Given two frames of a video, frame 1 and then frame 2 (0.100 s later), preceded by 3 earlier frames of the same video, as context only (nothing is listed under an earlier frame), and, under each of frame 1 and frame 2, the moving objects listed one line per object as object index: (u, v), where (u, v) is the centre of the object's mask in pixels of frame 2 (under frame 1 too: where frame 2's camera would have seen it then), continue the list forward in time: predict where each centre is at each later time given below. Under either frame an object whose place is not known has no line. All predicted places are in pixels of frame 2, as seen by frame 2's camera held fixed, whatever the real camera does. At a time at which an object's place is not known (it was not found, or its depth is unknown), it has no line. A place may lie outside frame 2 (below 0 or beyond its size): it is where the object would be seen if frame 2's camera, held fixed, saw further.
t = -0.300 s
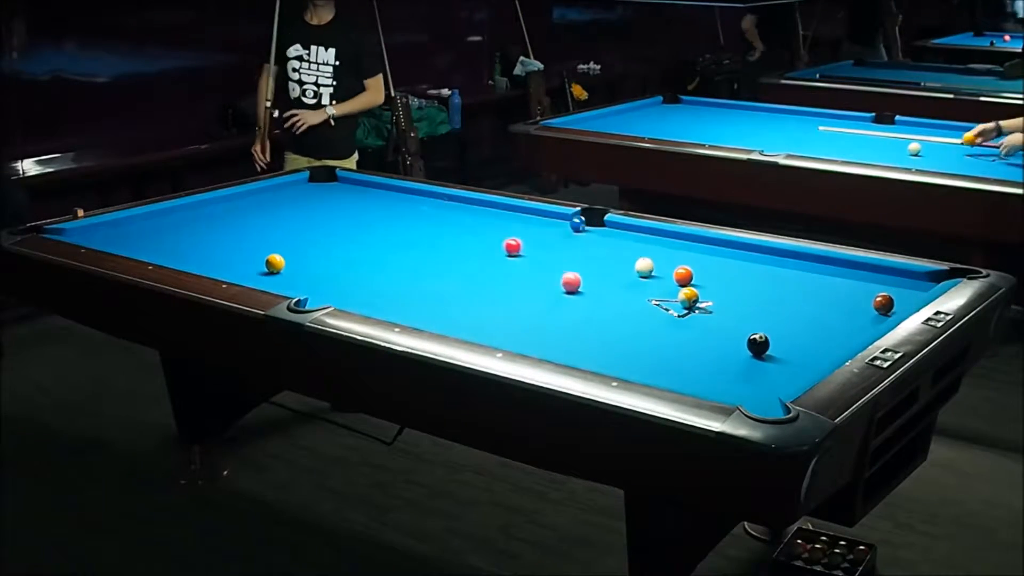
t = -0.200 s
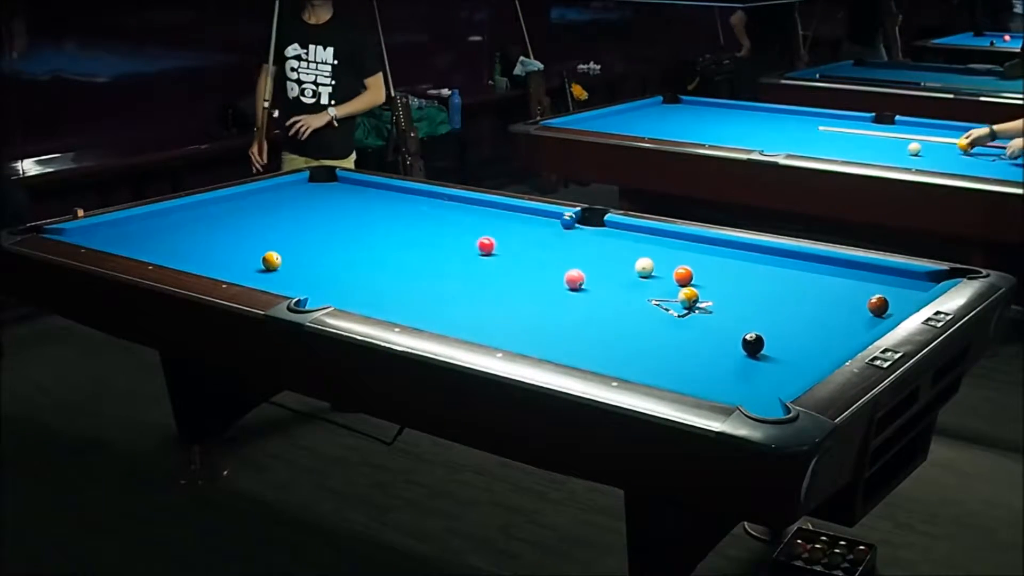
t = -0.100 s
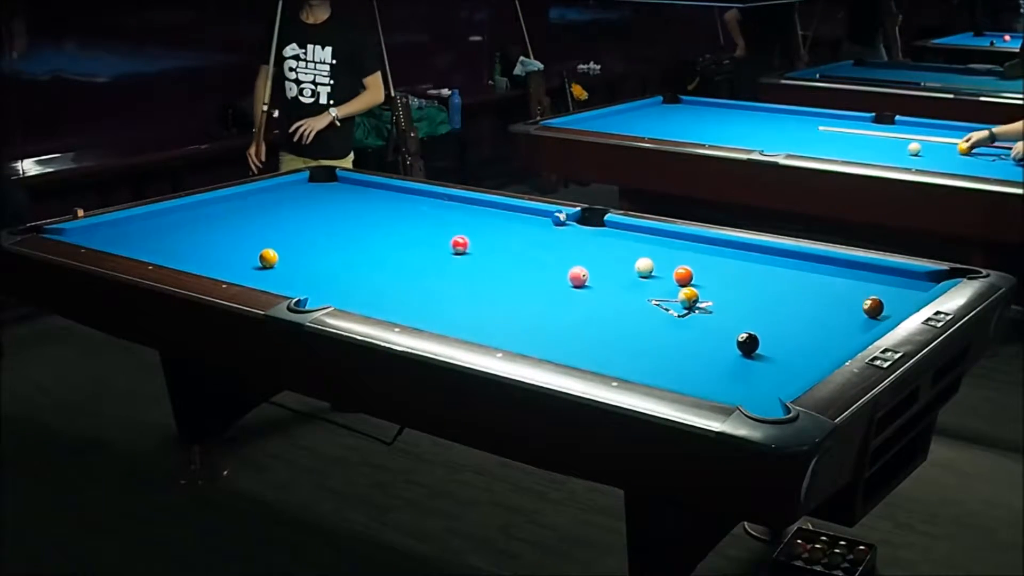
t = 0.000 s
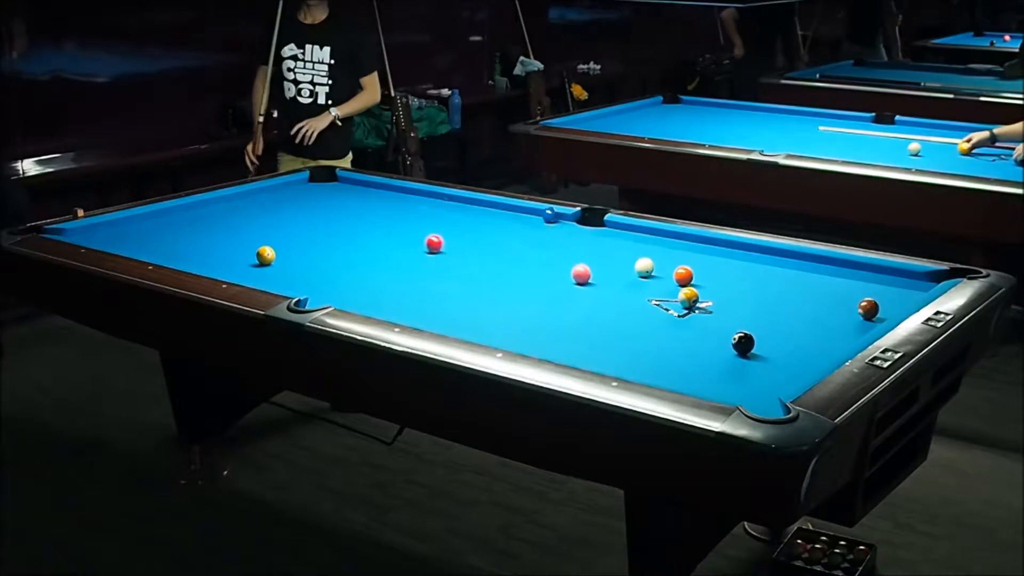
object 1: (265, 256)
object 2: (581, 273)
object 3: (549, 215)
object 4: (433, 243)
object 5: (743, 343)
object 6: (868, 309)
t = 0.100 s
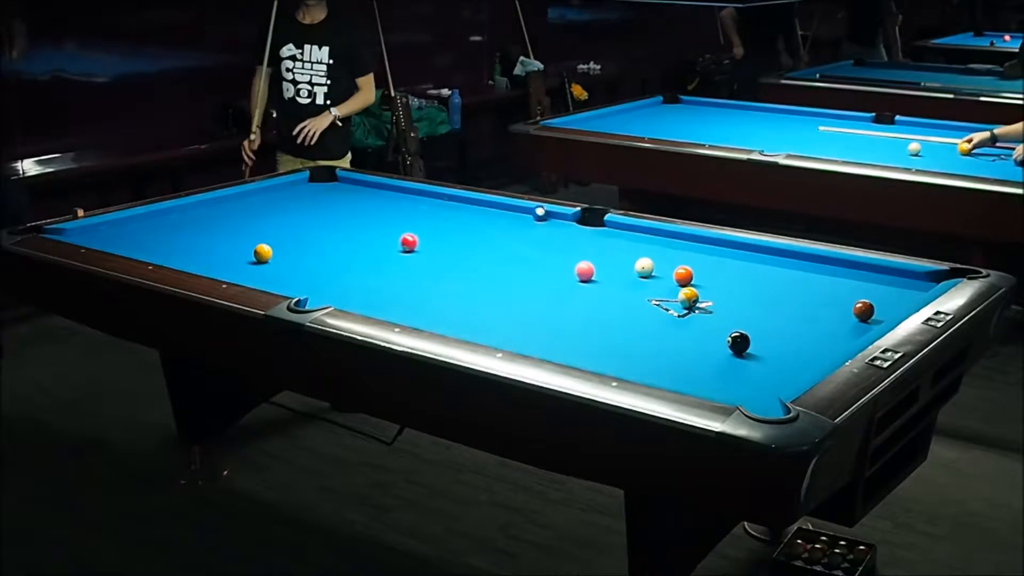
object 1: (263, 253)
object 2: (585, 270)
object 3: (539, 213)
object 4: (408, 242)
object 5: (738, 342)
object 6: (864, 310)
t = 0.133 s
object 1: (262, 252)
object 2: (586, 269)
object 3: (536, 213)
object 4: (400, 242)
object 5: (737, 342)
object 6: (862, 311)
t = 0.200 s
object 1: (260, 251)
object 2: (588, 268)
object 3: (529, 212)
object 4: (383, 241)
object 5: (735, 342)
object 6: (859, 312)
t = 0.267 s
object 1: (258, 249)
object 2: (590, 266)
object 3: (523, 211)
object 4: (367, 241)
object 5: (732, 341)
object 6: (856, 313)
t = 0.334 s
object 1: (256, 248)
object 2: (591, 265)
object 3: (515, 210)
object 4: (351, 240)
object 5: (730, 341)
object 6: (853, 314)
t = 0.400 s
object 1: (255, 247)
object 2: (593, 263)
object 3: (508, 210)
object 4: (335, 240)
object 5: (728, 341)
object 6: (850, 315)
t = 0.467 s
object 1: (253, 245)
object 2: (595, 262)
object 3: (502, 209)
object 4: (320, 238)
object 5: (726, 341)
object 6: (847, 316)
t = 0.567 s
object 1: (251, 243)
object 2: (598, 260)
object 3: (492, 208)
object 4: (296, 238)
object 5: (723, 341)
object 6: (843, 317)
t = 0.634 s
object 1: (249, 242)
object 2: (599, 259)
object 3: (487, 208)
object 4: (280, 237)
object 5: (722, 340)
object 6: (840, 318)
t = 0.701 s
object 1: (248, 241)
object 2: (601, 257)
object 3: (481, 207)
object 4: (265, 237)
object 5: (720, 340)
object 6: (838, 319)
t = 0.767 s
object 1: (241, 241)
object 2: (603, 256)
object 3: (475, 206)
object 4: (255, 234)
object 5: (719, 340)
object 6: (836, 320)
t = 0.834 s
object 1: (234, 241)
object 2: (604, 255)
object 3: (469, 206)
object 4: (247, 232)
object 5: (718, 340)
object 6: (833, 321)
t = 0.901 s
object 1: (228, 241)
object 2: (606, 254)
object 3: (463, 205)
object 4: (238, 230)
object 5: (717, 340)
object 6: (831, 321)
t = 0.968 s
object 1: (221, 241)
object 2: (608, 253)
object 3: (458, 204)
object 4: (229, 228)
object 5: (716, 340)
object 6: (829, 322)
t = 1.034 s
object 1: (214, 241)
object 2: (609, 252)
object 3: (452, 203)
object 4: (220, 227)
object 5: (715, 340)
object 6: (827, 323)
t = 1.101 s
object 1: (208, 241)
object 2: (610, 250)
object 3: (446, 203)
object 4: (211, 225)
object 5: (715, 340)
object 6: (825, 323)
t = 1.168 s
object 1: (201, 241)
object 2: (612, 249)
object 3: (442, 203)
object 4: (203, 224)
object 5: (715, 340)
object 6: (823, 325)
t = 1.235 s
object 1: (195, 241)
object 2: (613, 248)
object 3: (437, 202)
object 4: (195, 223)
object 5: (715, 340)
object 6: (821, 325)
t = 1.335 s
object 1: (186, 241)
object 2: (615, 247)
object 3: (429, 201)
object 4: (183, 220)
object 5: (715, 340)
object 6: (819, 326)
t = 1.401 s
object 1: (180, 241)
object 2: (617, 246)
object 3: (424, 201)
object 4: (175, 219)
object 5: (716, 340)
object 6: (818, 327)
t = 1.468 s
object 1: (174, 241)
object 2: (618, 245)
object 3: (420, 200)
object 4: (167, 218)
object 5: (716, 340)
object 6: (816, 327)
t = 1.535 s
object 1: (168, 241)
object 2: (619, 245)
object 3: (415, 199)
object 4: (160, 216)
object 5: (716, 340)
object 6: (815, 328)
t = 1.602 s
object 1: (163, 242)
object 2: (620, 244)
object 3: (411, 198)
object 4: (152, 215)
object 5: (716, 340)
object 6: (814, 329)
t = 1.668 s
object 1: (157, 242)
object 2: (622, 243)
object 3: (406, 198)
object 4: (152, 215)
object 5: (716, 340)
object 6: (812, 329)
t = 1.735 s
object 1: (152, 242)
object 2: (623, 243)
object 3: (403, 198)
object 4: (155, 216)
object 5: (716, 340)
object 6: (811, 330)
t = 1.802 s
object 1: (147, 242)
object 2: (624, 242)
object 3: (399, 198)
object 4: (157, 217)
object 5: (716, 340)
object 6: (810, 330)
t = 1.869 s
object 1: (142, 242)
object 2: (625, 241)
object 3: (394, 197)
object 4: (160, 218)
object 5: (716, 340)
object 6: (809, 331)
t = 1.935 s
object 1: (137, 242)
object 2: (626, 241)
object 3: (391, 197)
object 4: (163, 219)
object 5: (716, 340)
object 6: (808, 331)
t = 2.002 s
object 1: (132, 242)
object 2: (627, 240)
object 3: (387, 196)
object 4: (166, 220)
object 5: (716, 340)
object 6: (807, 332)
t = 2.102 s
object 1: (125, 242)
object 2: (628, 239)
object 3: (381, 196)
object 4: (170, 222)
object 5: (716, 340)
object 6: (806, 332)
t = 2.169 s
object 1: (120, 242)
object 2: (629, 239)
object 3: (378, 195)
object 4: (172, 223)
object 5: (716, 340)
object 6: (806, 333)
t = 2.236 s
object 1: (116, 242)
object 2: (630, 238)
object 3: (375, 195)
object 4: (175, 224)
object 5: (716, 340)
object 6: (805, 333)
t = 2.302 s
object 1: (112, 241)
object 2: (630, 238)
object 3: (371, 194)
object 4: (178, 225)
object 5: (716, 340)
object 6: (805, 333)
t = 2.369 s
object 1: (108, 241)
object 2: (631, 237)
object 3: (368, 194)
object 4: (180, 226)
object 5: (716, 340)
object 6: (804, 333)
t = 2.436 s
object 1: (103, 241)
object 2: (632, 237)
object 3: (365, 194)
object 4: (182, 227)
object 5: (716, 340)
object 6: (804, 334)
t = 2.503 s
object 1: (100, 240)
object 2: (633, 237)
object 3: (362, 194)
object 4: (185, 228)
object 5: (716, 340)
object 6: (803, 334)
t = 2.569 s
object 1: (96, 240)
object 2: (634, 236)
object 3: (359, 193)
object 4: (187, 229)
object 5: (716, 340)
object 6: (803, 334)
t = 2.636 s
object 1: (94, 240)
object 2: (634, 236)
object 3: (356, 193)
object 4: (189, 230)
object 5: (716, 340)
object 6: (803, 334)
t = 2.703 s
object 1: (94, 240)
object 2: (635, 236)
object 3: (353, 192)
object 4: (192, 231)
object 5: (716, 340)
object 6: (802, 334)
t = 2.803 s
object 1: (94, 239)
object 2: (636, 235)
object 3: (349, 192)
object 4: (195, 233)
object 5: (716, 340)
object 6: (802, 334)
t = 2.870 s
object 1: (94, 239)
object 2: (637, 235)
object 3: (347, 191)
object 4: (197, 234)
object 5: (716, 340)
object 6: (802, 334)
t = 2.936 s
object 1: (94, 239)
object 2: (637, 235)
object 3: (344, 191)
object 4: (200, 234)
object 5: (716, 340)
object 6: (802, 334)
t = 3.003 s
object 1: (94, 238)
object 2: (638, 235)
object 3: (342, 191)
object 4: (202, 236)
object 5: (716, 340)
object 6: (802, 334)
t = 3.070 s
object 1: (95, 238)
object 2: (639, 234)
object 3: (340, 191)
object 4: (204, 236)
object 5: (716, 340)
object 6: (802, 334)
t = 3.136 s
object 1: (94, 238)
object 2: (639, 235)
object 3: (337, 191)
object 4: (206, 237)
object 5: (716, 340)
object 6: (802, 334)
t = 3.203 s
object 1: (94, 238)
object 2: (640, 234)
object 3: (336, 190)
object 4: (208, 238)
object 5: (716, 340)
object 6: (802, 334)
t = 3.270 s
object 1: (94, 238)
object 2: (640, 234)
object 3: (334, 189)
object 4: (210, 239)
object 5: (716, 340)
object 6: (802, 334)
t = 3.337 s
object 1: (94, 238)
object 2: (640, 234)
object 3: (332, 189)
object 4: (212, 240)
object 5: (716, 340)
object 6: (802, 334)
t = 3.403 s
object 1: (94, 238)
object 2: (641, 234)
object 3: (330, 189)
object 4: (214, 241)
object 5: (716, 340)
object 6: (802, 334)
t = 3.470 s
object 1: (94, 238)
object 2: (641, 234)
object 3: (328, 189)
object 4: (216, 242)
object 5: (716, 340)
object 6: (802, 334)
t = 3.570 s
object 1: (94, 238)
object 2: (641, 234)
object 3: (326, 189)
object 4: (218, 243)
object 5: (716, 340)
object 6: (802, 334)
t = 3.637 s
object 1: (94, 237)
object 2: (641, 234)
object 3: (325, 188)
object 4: (220, 243)
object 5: (716, 340)
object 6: (802, 334)
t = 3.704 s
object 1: (94, 237)
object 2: (641, 234)
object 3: (323, 188)
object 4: (222, 244)
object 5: (716, 340)
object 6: (802, 334)
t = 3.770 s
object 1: (94, 237)
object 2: (641, 234)
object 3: (322, 188)
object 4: (224, 245)
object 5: (716, 340)
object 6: (802, 334)
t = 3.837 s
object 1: (93, 237)
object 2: (641, 234)
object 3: (321, 188)
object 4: (225, 246)
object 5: (716, 340)
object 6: (802, 334)
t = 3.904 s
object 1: (93, 237)
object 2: (641, 234)
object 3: (320, 188)
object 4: (227, 247)
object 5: (716, 340)
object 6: (802, 334)
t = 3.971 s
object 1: (93, 237)
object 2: (641, 234)
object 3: (319, 187)
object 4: (229, 247)
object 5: (716, 340)
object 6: (802, 334)
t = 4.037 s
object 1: (93, 238)
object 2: (641, 234)
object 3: (318, 187)
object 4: (230, 248)
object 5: (716, 340)
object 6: (802, 334)
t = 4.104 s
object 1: (93, 237)
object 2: (641, 234)
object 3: (317, 187)
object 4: (232, 249)
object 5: (716, 340)
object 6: (802, 334)
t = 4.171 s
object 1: (93, 237)
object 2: (641, 234)
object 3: (316, 187)
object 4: (233, 249)
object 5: (716, 340)
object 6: (802, 334)
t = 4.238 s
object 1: (93, 237)
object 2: (641, 234)
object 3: (316, 187)
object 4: (234, 250)
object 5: (716, 340)
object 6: (802, 334)
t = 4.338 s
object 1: (93, 237)
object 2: (641, 234)
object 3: (315, 187)
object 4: (236, 250)
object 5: (716, 340)
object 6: (802, 334)
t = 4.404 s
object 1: (93, 237)
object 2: (641, 234)
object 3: (315, 187)
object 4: (237, 251)
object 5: (716, 340)
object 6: (802, 334)
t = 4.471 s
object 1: (93, 237)
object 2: (641, 234)
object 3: (315, 187)
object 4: (239, 251)
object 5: (716, 340)
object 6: (802, 334)
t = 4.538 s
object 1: (93, 237)
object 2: (641, 234)
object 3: (315, 187)
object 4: (240, 252)
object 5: (716, 340)
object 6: (802, 334)
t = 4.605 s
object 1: (93, 237)
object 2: (641, 234)
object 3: (315, 187)
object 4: (241, 252)
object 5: (716, 340)
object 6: (802, 334)
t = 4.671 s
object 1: (93, 237)
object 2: (641, 234)
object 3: (315, 186)
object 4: (242, 253)
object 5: (716, 340)
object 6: (802, 334)
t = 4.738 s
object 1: (93, 237)
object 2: (641, 234)
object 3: (315, 186)
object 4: (243, 253)
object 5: (716, 340)
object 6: (802, 334)
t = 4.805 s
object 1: (93, 237)
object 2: (641, 234)
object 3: (315, 186)
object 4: (244, 254)
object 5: (716, 340)
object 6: (802, 334)
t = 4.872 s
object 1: (93, 237)
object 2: (641, 234)
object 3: (315, 186)
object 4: (245, 254)
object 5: (716, 340)
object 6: (802, 334)
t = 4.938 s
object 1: (93, 237)
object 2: (641, 234)
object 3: (315, 186)
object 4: (246, 254)
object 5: (716, 340)
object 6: (802, 334)
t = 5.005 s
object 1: (93, 237)
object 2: (641, 234)
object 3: (315, 186)
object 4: (246, 255)
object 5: (716, 340)
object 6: (802, 334)
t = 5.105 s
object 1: (93, 237)
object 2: (641, 234)
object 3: (315, 186)
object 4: (247, 255)
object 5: (716, 340)
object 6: (802, 334)
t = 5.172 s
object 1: (93, 237)
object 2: (641, 234)
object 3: (315, 186)
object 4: (248, 255)
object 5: (716, 340)
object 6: (802, 334)
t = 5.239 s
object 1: (93, 237)
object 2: (641, 234)
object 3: (315, 186)
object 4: (249, 256)
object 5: (716, 340)
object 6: (802, 334)
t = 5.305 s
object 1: (93, 237)
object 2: (641, 234)
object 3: (315, 186)
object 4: (249, 256)
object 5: (716, 340)
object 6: (802, 334)
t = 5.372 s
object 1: (93, 238)
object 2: (641, 234)
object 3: (315, 186)
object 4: (250, 257)
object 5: (716, 340)
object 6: (802, 334)
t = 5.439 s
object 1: (93, 237)
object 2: (641, 234)
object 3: (315, 186)
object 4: (250, 257)
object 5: (716, 340)
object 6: (802, 334)
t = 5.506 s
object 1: (93, 237)
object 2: (641, 234)
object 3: (315, 186)
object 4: (251, 257)
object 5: (716, 340)
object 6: (802, 334)
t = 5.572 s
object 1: (93, 237)
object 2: (641, 234)
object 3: (315, 186)
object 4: (251, 257)
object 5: (716, 340)
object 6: (802, 334)
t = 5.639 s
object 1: (93, 237)
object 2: (641, 234)
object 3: (315, 186)
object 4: (251, 257)
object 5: (716, 340)
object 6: (802, 334)
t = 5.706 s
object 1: (93, 237)
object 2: (641, 234)
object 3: (315, 186)
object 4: (252, 257)
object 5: (716, 340)
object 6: (802, 334)
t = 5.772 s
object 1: (93, 237)
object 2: (641, 234)
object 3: (315, 186)
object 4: (252, 257)
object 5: (716, 340)
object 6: (802, 334)
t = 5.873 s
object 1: (93, 237)
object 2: (641, 234)
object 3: (315, 186)
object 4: (252, 257)
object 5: (716, 340)
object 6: (802, 334)
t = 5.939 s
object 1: (93, 237)
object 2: (641, 234)
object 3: (315, 186)
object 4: (252, 257)
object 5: (716, 340)
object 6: (802, 334)
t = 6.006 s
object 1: (93, 237)
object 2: (641, 234)
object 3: (315, 186)
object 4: (252, 257)
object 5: (716, 340)
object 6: (802, 334)
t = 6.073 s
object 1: (93, 237)
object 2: (641, 234)
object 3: (315, 186)
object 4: (252, 257)
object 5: (716, 340)
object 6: (802, 334)
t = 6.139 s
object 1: (93, 237)
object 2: (641, 234)
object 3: (315, 186)
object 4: (252, 257)
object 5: (716, 340)
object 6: (802, 334)
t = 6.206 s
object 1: (93, 237)
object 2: (641, 234)
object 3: (315, 186)
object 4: (252, 257)
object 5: (716, 340)
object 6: (802, 334)
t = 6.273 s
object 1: (93, 237)
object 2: (641, 234)
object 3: (315, 186)
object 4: (252, 257)
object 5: (716, 340)
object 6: (802, 334)
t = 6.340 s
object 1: (93, 237)
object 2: (641, 234)
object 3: (315, 186)
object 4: (252, 257)
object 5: (716, 340)
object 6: (802, 334)
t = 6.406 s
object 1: (93, 237)
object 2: (641, 234)
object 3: (315, 186)
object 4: (252, 257)
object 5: (716, 340)
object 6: (802, 334)
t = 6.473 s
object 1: (93, 237)
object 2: (641, 234)
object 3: (315, 186)
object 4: (252, 257)
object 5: (716, 340)
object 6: (802, 334)
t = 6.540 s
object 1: (93, 237)
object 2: (641, 234)
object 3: (315, 186)
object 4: (252, 257)
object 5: (716, 340)
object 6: (802, 334)
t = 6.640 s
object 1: (93, 237)
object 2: (641, 234)
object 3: (315, 187)
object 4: (252, 257)
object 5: (716, 340)
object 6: (802, 334)
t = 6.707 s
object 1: (93, 237)
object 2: (641, 234)
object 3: (315, 187)
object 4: (252, 257)
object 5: (716, 340)
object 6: (802, 334)
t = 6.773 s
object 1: (93, 237)
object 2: (641, 234)
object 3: (315, 186)
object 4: (252, 257)
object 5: (716, 340)
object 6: (802, 334)
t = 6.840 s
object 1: (93, 237)
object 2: (641, 234)
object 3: (315, 186)
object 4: (252, 257)
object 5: (716, 340)
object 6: (802, 334)
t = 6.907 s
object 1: (93, 237)
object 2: (641, 234)
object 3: (315, 186)
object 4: (252, 257)
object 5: (716, 340)
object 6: (802, 334)
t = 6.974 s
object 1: (93, 237)
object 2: (641, 234)
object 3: (315, 186)
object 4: (252, 257)
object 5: (716, 340)
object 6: (802, 334)
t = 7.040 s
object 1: (93, 237)
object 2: (641, 234)
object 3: (315, 186)
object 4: (252, 257)
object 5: (716, 340)
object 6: (802, 334)
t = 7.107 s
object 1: (93, 237)
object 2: (641, 234)
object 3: (315, 186)
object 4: (252, 257)
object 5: (716, 340)
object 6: (802, 334)
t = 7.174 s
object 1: (93, 237)
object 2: (641, 234)
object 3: (315, 186)
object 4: (252, 257)
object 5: (716, 340)
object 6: (802, 334)
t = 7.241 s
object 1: (93, 237)
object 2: (641, 234)
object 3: (315, 186)
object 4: (252, 257)
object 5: (716, 340)
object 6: (802, 334)
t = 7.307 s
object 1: (93, 237)
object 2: (641, 234)
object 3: (315, 186)
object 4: (252, 257)
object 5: (716, 340)
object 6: (802, 334)
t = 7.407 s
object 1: (93, 237)
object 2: (641, 234)
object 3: (315, 186)
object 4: (252, 257)
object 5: (716, 340)
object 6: (802, 334)
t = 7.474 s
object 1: (93, 237)
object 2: (641, 234)
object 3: (315, 186)
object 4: (252, 257)
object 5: (716, 340)
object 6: (802, 334)
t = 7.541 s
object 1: (93, 237)
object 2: (641, 234)
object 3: (315, 186)
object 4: (252, 257)
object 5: (716, 340)
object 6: (802, 334)
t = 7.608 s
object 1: (93, 237)
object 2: (641, 234)
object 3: (315, 186)
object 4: (252, 257)
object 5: (716, 340)
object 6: (802, 334)
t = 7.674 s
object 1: (93, 237)
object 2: (641, 234)
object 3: (315, 186)
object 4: (252, 257)
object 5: (716, 340)
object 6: (802, 334)
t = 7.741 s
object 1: (93, 237)
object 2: (641, 234)
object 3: (315, 186)
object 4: (252, 257)
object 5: (716, 340)
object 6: (802, 334)
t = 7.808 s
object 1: (93, 237)
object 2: (641, 234)
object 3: (315, 186)
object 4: (252, 257)
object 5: (716, 340)
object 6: (802, 334)
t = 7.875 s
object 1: (93, 237)
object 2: (641, 234)
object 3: (315, 186)
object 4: (252, 257)
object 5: (716, 340)
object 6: (802, 334)
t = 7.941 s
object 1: (93, 237)
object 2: (641, 234)
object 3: (315, 186)
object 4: (252, 257)
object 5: (716, 340)
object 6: (802, 334)
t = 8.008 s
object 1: (93, 237)
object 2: (641, 234)
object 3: (315, 186)
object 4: (252, 257)
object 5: (716, 340)
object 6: (802, 334)
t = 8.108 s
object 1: (93, 237)
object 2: (641, 234)
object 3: (315, 186)
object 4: (252, 257)
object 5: (716, 340)
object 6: (802, 334)
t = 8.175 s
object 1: (93, 237)
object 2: (641, 234)
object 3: (315, 186)
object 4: (252, 257)
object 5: (716, 340)
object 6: (802, 334)
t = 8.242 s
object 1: (93, 237)
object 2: (641, 234)
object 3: (315, 186)
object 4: (252, 257)
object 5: (716, 340)
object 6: (802, 334)
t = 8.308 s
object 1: (93, 237)
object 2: (641, 234)
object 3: (315, 186)
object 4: (252, 257)
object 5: (716, 340)
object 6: (802, 334)
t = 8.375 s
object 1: (93, 237)
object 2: (641, 234)
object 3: (315, 186)
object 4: (252, 257)
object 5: (716, 340)
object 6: (802, 334)
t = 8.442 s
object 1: (93, 237)
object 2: (641, 234)
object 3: (315, 186)
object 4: (252, 257)
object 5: (716, 340)
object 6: (802, 334)
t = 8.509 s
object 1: (93, 237)
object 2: (641, 234)
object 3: (315, 186)
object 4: (252, 257)
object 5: (716, 340)
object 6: (802, 334)
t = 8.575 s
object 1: (93, 237)
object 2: (641, 234)
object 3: (315, 186)
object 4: (252, 257)
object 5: (716, 340)
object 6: (802, 334)
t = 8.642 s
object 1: (93, 237)
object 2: (641, 234)
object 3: (315, 186)
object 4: (252, 257)
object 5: (716, 340)
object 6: (802, 334)
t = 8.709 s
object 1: (93, 237)
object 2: (641, 234)
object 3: (315, 186)
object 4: (252, 257)
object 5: (716, 340)
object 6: (802, 334)
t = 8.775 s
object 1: (93, 237)
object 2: (641, 234)
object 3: (315, 186)
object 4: (252, 257)
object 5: (716, 340)
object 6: (802, 334)
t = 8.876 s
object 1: (93, 237)
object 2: (641, 234)
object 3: (315, 186)
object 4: (252, 257)
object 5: (716, 340)
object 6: (802, 334)
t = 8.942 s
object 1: (93, 237)
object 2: (641, 234)
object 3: (315, 186)
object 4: (252, 257)
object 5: (716, 340)
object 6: (802, 334)
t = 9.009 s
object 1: (93, 237)
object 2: (641, 234)
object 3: (315, 186)
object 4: (252, 257)
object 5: (716, 340)
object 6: (802, 334)
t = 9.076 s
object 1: (93, 237)
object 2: (641, 234)
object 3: (315, 186)
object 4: (252, 257)
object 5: (716, 340)
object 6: (802, 334)
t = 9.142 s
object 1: (93, 237)
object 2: (641, 234)
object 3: (315, 186)
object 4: (252, 257)
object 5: (716, 340)
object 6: (802, 334)
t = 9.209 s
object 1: (93, 237)
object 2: (641, 234)
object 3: (315, 186)
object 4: (252, 257)
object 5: (716, 340)
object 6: (802, 334)
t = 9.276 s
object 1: (93, 237)
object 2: (641, 234)
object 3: (315, 186)
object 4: (252, 257)
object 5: (716, 340)
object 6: (802, 334)
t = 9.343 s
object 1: (93, 237)
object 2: (641, 234)
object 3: (315, 186)
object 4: (252, 257)
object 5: (716, 340)
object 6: (802, 334)
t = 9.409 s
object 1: (93, 237)
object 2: (641, 234)
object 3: (315, 186)
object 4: (252, 257)
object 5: (716, 340)
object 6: (802, 334)
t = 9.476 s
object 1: (93, 237)
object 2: (641, 234)
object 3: (315, 186)
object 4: (252, 257)
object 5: (716, 340)
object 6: (802, 334)
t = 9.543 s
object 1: (93, 237)
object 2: (641, 234)
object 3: (315, 186)
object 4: (252, 257)
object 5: (716, 340)
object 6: (802, 334)
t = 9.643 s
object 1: (93, 237)
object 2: (641, 234)
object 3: (315, 186)
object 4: (252, 257)
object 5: (716, 340)
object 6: (802, 334)
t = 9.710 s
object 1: (93, 237)
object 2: (641, 234)
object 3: (315, 186)
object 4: (251, 257)
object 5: (716, 340)
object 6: (802, 334)
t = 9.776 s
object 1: (93, 237)
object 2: (641, 234)
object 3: (315, 186)
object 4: (252, 257)
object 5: (716, 340)
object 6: (802, 334)
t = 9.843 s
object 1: (93, 237)
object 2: (641, 234)
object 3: (315, 186)
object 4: (252, 257)
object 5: (716, 340)
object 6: (802, 334)
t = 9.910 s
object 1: (93, 237)
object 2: (641, 234)
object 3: (315, 186)
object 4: (252, 257)
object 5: (716, 340)
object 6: (802, 334)
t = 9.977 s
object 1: (93, 237)
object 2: (641, 234)
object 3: (315, 186)
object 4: (252, 257)
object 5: (716, 340)
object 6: (802, 334)
